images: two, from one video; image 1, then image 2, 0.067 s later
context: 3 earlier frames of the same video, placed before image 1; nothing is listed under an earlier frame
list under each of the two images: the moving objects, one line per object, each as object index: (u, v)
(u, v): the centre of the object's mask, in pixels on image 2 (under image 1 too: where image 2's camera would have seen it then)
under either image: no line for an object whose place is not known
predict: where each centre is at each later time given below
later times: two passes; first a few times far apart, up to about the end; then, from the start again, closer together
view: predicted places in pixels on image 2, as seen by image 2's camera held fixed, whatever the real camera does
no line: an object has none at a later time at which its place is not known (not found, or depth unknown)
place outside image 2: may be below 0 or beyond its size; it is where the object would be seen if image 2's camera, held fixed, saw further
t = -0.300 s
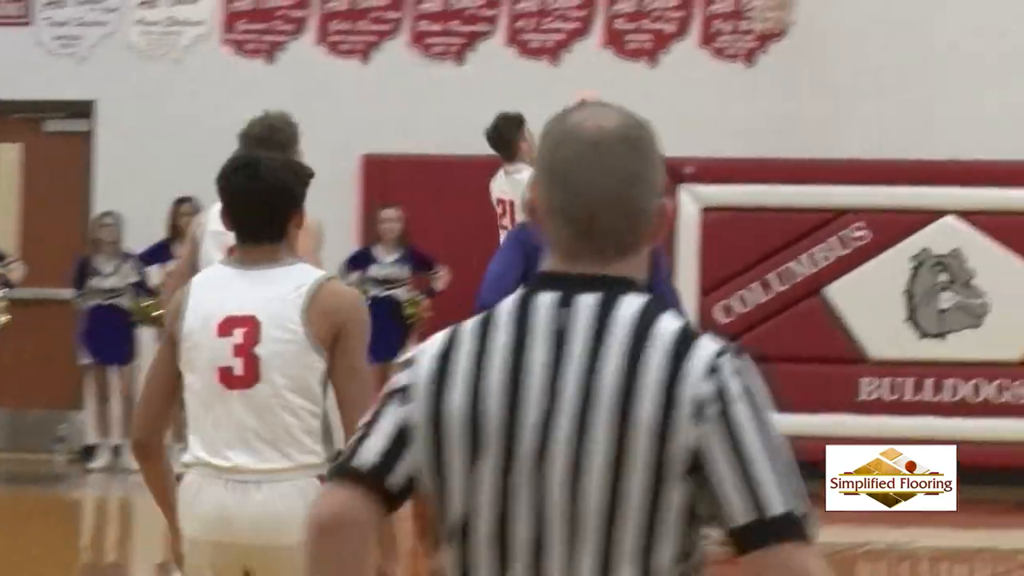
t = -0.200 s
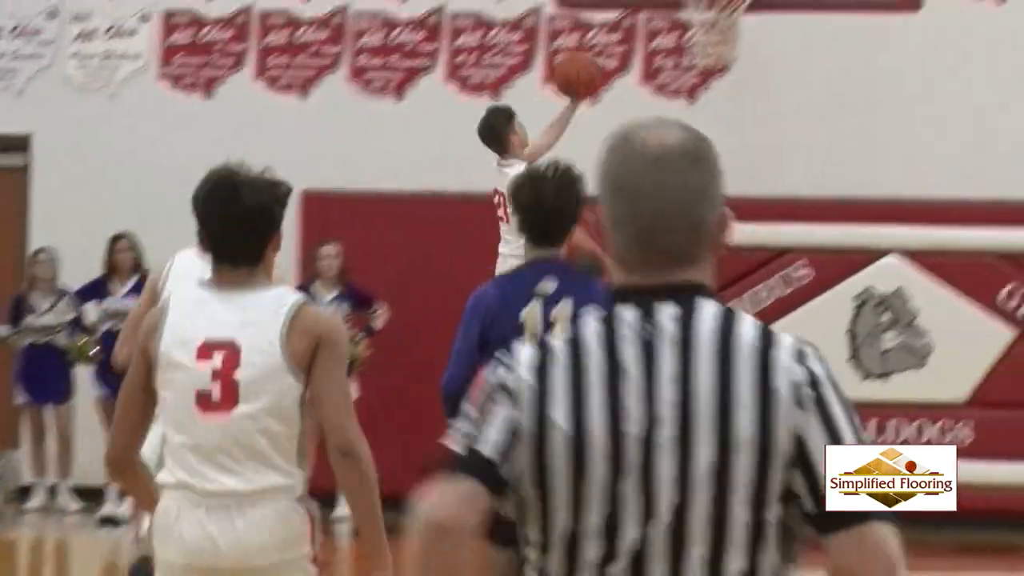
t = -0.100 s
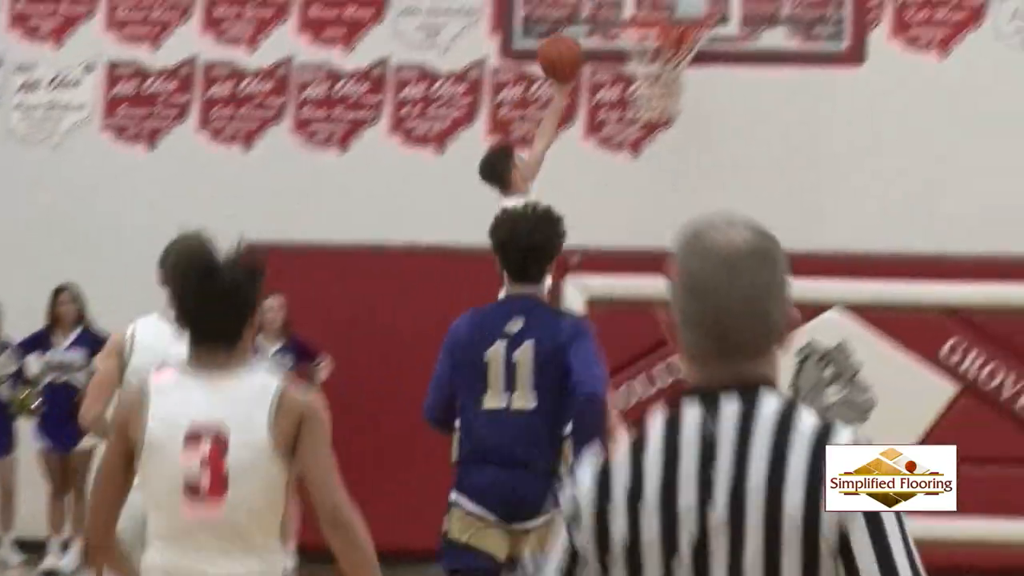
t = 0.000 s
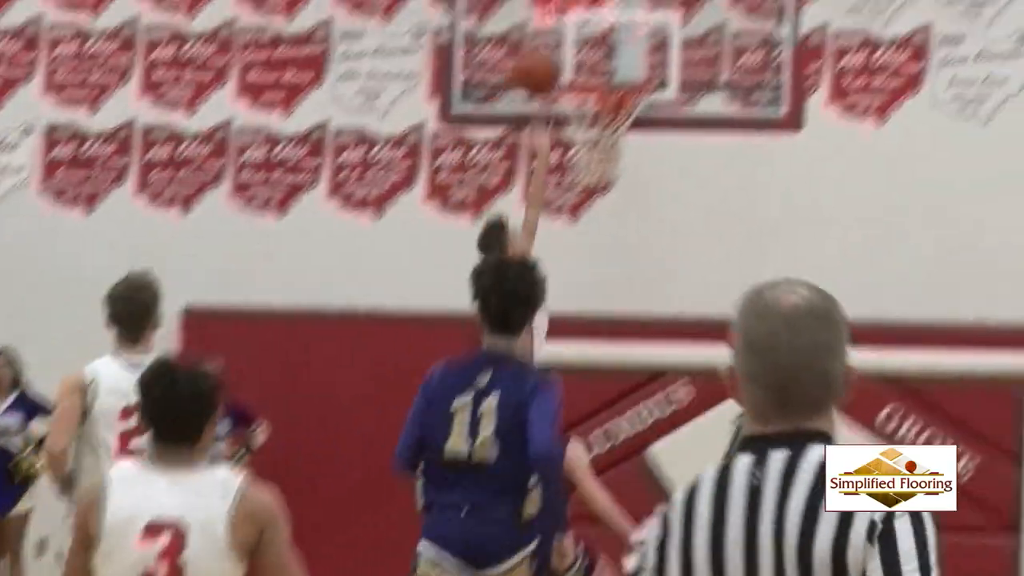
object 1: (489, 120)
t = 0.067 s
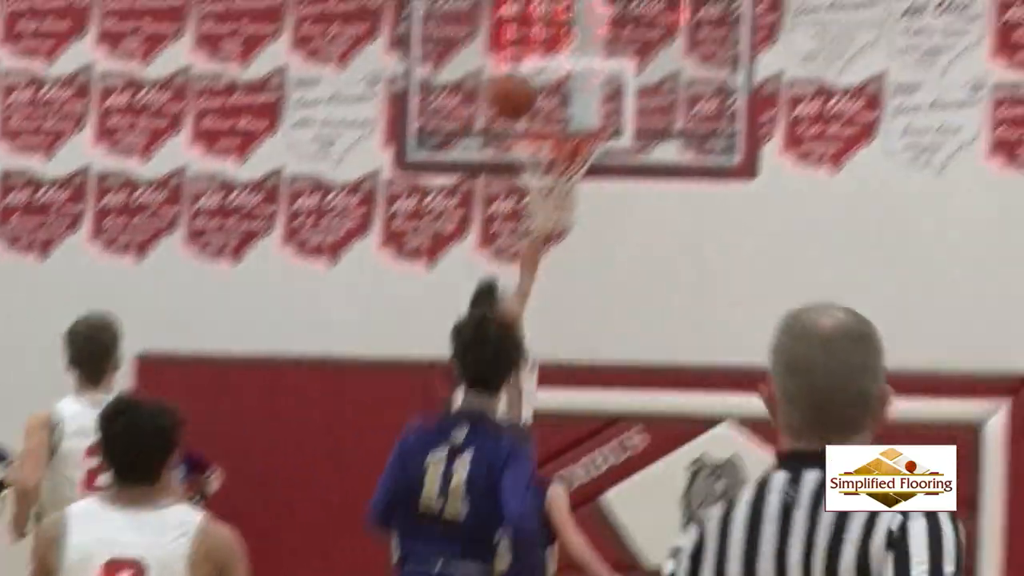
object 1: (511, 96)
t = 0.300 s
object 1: (540, 98)
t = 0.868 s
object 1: (581, 231)
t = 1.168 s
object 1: (551, 440)
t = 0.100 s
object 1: (517, 89)
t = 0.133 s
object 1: (521, 85)
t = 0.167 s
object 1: (524, 83)
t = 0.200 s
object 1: (528, 83)
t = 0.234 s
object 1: (533, 86)
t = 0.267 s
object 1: (536, 91)
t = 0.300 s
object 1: (540, 98)
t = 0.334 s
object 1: (544, 107)
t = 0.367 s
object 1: (547, 113)
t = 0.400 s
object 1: (551, 119)
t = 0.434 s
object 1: (563, 140)
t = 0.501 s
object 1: (571, 158)
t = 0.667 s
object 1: (589, 180)
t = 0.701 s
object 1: (585, 184)
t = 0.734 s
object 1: (585, 188)
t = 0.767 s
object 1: (584, 195)
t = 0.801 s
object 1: (581, 202)
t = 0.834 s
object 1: (580, 212)
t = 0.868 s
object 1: (581, 231)
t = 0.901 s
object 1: (576, 243)
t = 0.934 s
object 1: (572, 259)
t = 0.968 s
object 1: (569, 278)
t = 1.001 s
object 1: (566, 300)
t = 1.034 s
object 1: (564, 323)
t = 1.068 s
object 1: (562, 349)
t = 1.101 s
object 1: (558, 377)
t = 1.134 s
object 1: (555, 404)
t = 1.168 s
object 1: (551, 440)
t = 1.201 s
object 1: (548, 475)
